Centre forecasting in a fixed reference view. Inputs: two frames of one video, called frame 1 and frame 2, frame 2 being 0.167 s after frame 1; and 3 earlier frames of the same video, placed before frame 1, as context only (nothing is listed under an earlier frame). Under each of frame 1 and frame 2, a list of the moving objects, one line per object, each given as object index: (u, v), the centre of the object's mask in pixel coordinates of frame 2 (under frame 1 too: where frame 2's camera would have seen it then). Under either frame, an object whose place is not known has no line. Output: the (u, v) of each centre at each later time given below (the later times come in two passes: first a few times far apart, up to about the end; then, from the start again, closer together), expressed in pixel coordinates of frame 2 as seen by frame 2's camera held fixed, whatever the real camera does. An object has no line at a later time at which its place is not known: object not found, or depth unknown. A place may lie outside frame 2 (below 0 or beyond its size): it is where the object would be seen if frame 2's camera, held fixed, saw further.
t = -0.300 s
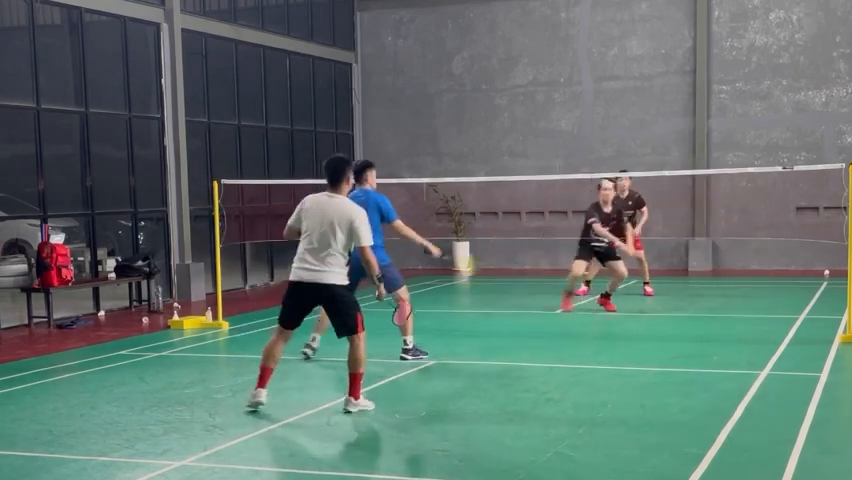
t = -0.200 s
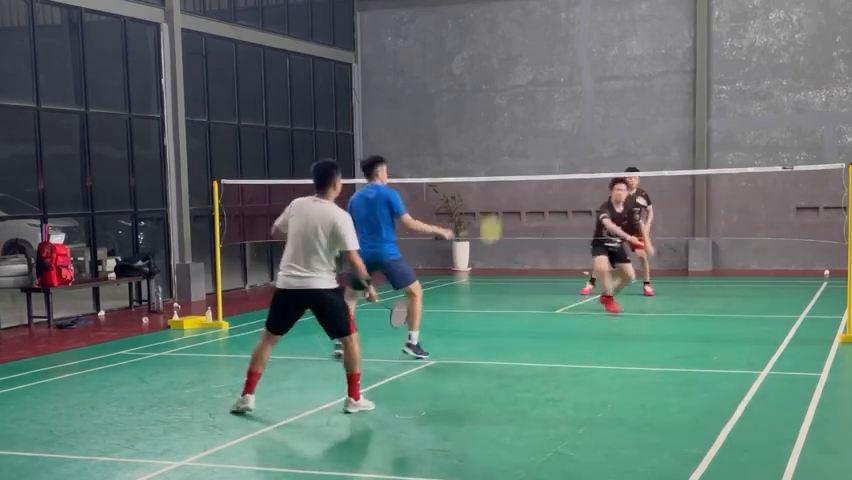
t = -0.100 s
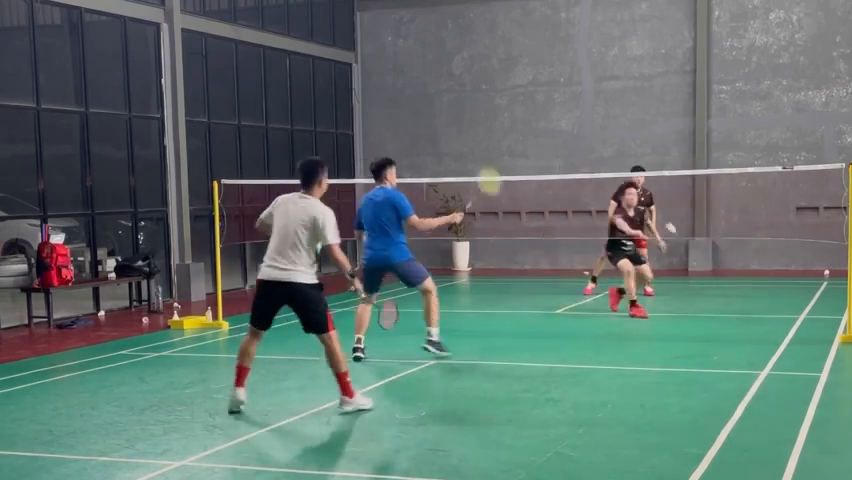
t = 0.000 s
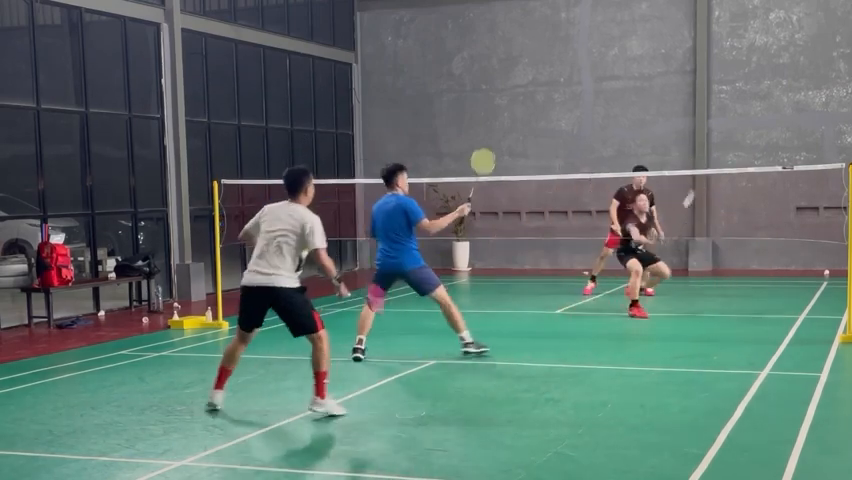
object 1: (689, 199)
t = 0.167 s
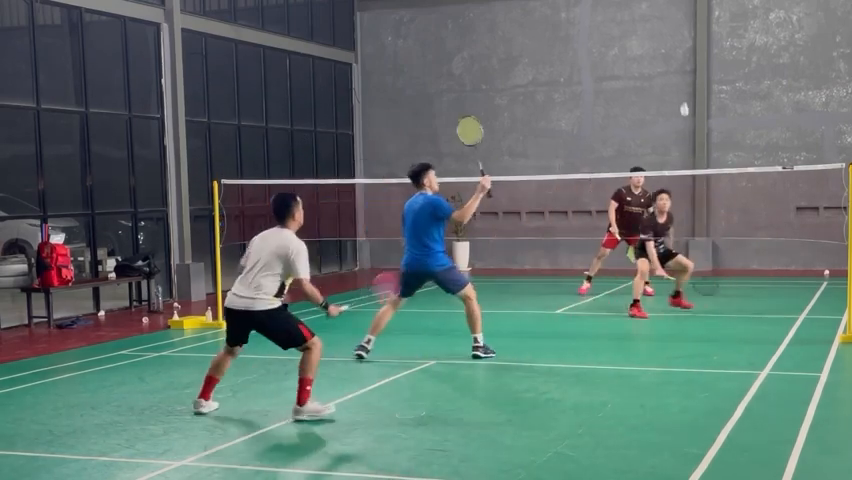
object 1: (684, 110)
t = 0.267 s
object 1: (681, 78)
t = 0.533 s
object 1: (669, 47)
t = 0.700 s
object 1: (656, 76)
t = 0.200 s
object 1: (683, 98)
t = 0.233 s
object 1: (682, 87)
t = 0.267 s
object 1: (681, 78)
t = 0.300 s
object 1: (681, 69)
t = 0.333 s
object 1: (680, 62)
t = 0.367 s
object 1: (679, 56)
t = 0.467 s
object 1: (674, 46)
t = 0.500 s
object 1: (672, 46)
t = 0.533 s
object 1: (669, 47)
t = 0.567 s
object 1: (667, 50)
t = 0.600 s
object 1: (664, 54)
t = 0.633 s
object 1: (661, 60)
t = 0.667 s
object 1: (659, 67)
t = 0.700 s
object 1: (656, 76)
